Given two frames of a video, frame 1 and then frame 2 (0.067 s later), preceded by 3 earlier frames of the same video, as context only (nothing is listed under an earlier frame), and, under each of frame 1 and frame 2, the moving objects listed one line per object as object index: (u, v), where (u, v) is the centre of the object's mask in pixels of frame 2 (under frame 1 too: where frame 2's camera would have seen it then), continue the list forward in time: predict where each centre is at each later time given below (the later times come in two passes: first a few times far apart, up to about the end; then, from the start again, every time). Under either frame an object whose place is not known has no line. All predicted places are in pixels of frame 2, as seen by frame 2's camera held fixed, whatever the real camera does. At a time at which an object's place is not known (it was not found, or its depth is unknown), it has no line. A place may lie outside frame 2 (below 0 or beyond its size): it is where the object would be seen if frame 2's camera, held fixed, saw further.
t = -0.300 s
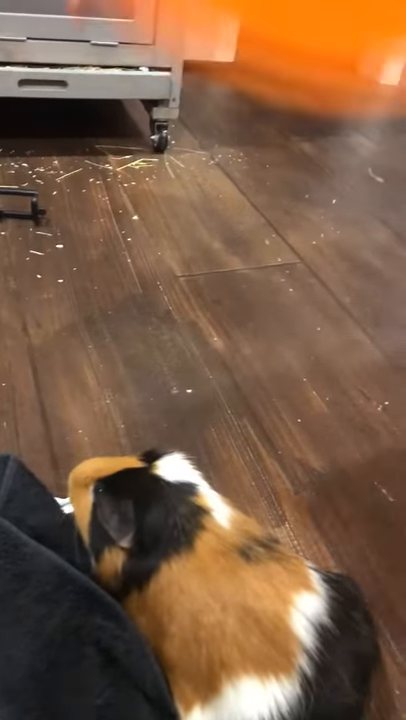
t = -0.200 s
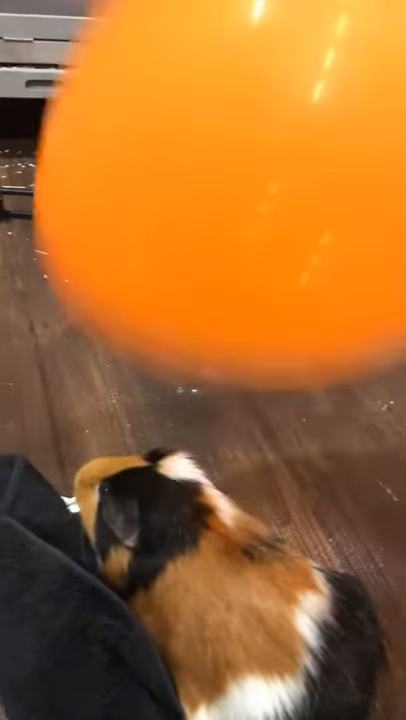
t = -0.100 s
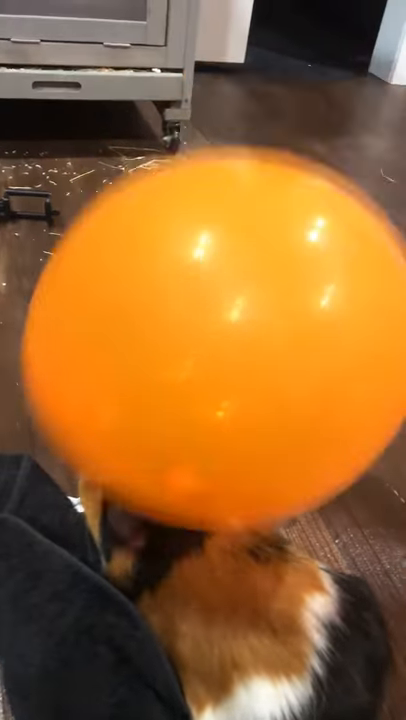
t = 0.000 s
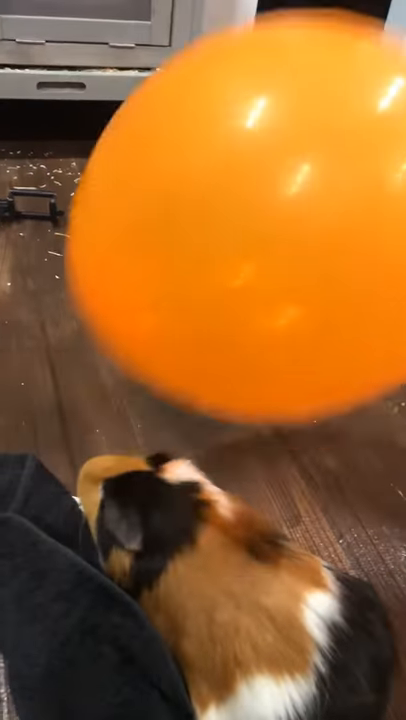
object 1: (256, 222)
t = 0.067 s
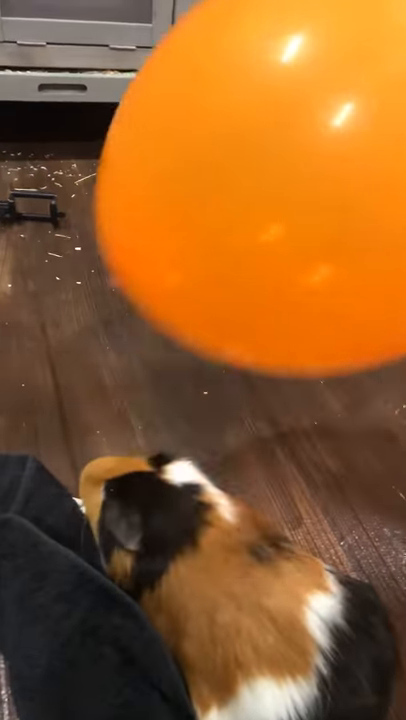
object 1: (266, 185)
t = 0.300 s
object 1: (299, 154)
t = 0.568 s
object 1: (318, 263)
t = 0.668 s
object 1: (324, 341)
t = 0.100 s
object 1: (270, 173)
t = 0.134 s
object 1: (275, 164)
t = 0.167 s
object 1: (280, 157)
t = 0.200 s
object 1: (284, 154)
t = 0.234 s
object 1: (289, 153)
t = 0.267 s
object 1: (294, 153)
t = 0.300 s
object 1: (299, 154)
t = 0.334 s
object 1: (304, 158)
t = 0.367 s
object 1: (308, 163)
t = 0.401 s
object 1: (311, 171)
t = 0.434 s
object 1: (315, 181)
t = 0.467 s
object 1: (319, 194)
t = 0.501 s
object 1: (318, 215)
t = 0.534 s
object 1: (318, 240)
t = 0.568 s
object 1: (318, 263)
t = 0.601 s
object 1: (318, 292)
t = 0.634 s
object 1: (321, 318)
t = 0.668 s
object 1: (324, 341)
